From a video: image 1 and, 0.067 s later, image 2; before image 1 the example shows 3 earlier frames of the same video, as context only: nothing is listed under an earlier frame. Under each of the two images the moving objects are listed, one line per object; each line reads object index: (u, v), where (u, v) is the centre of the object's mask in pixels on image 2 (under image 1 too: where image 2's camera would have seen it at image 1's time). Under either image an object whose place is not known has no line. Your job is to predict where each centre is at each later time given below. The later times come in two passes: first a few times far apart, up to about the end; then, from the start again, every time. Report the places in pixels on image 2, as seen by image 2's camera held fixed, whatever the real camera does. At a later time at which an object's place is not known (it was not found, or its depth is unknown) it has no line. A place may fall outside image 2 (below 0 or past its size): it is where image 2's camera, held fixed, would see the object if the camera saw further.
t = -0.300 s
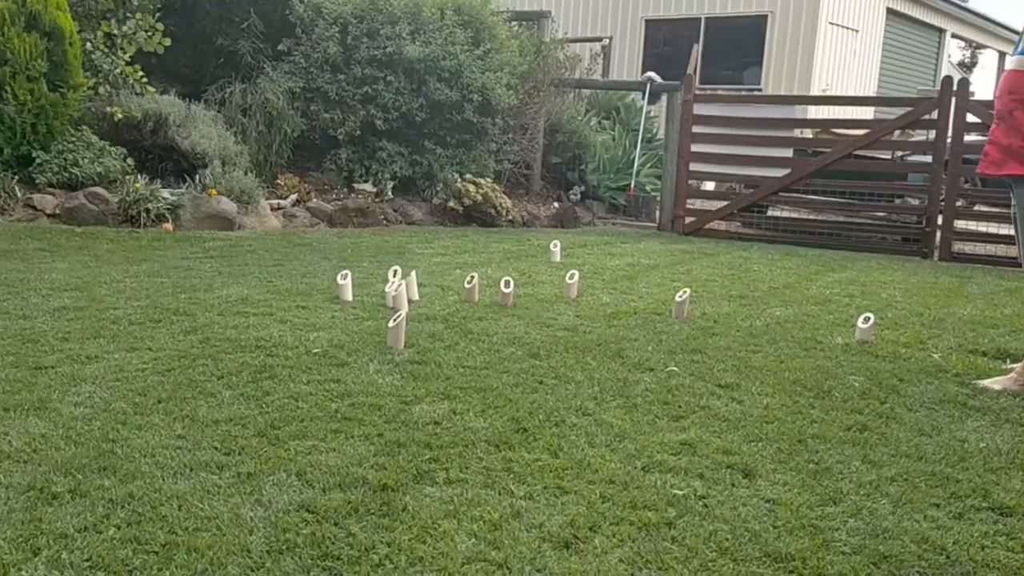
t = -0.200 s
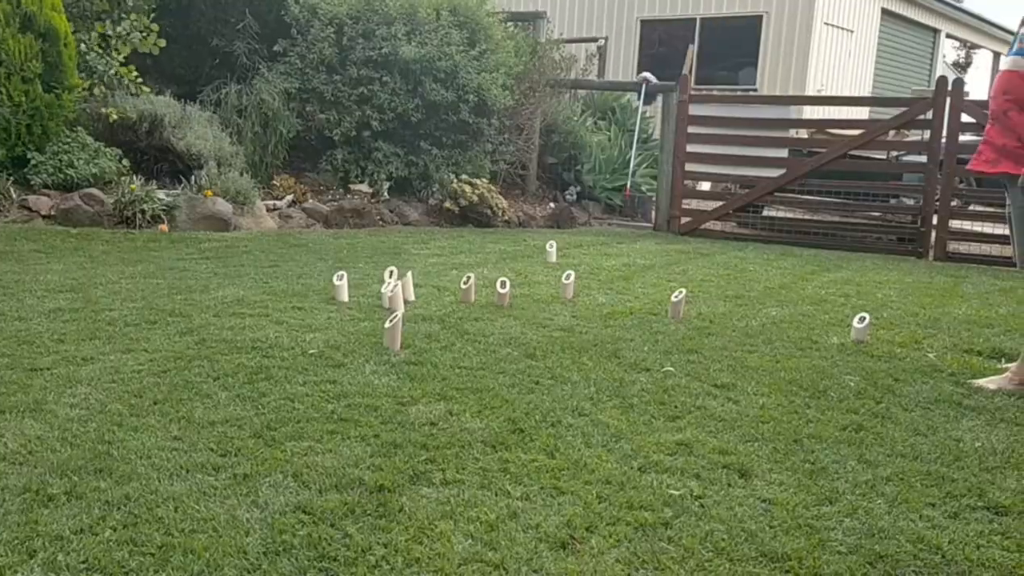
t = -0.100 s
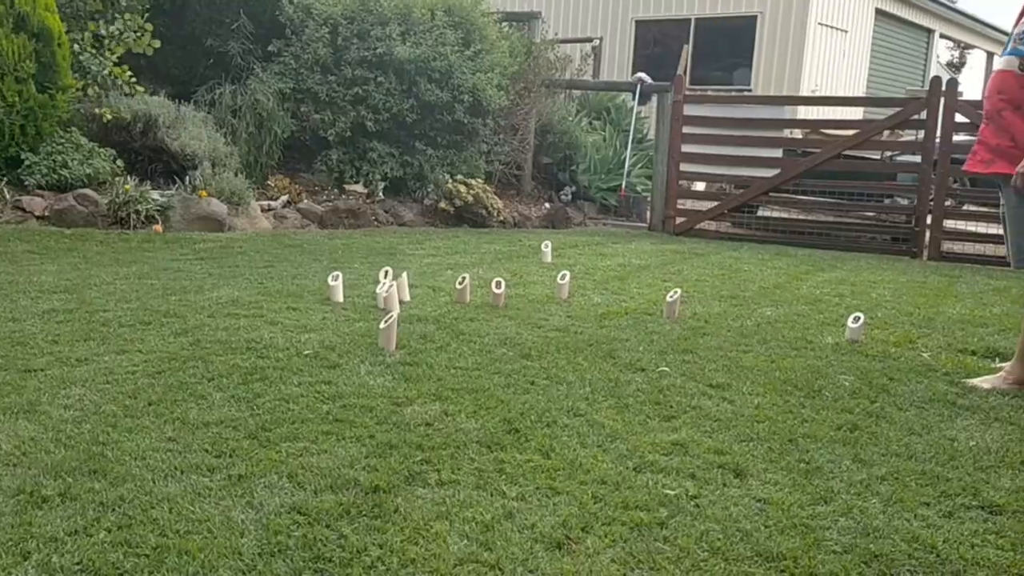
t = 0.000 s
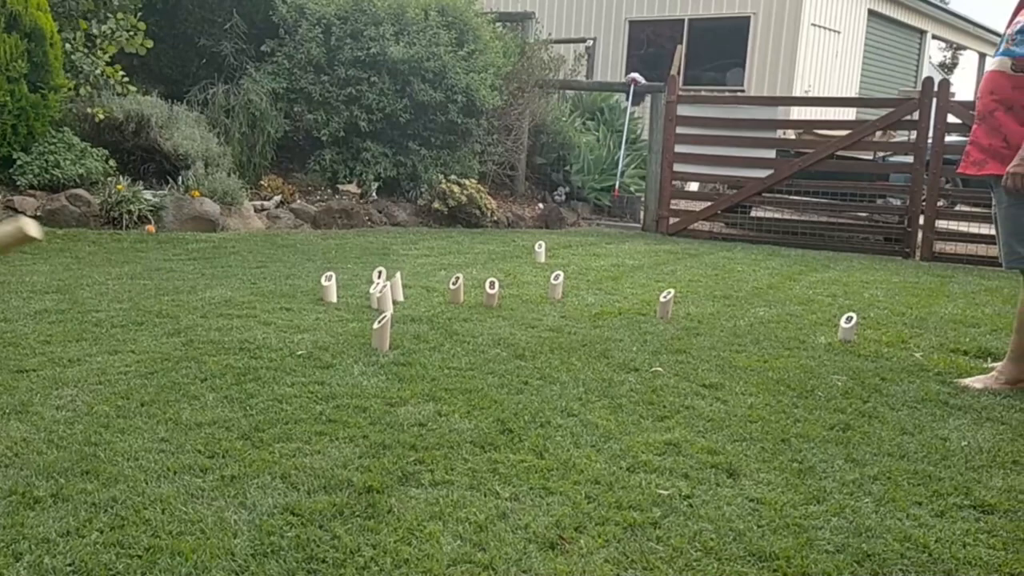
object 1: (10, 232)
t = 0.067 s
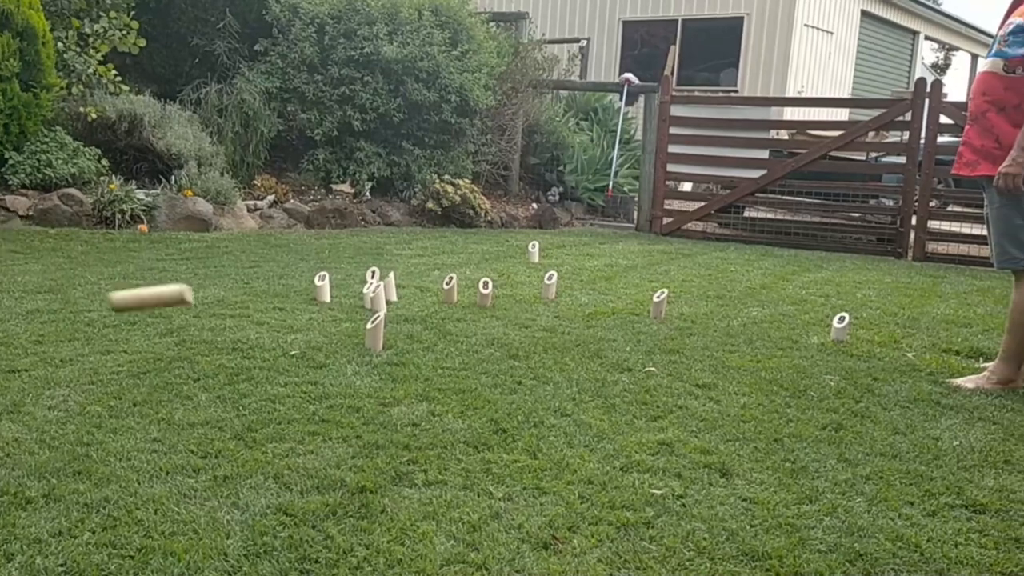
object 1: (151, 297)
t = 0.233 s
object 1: (321, 291)
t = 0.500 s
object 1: (421, 272)
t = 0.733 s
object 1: (478, 266)
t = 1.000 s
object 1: (513, 250)
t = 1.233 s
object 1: (519, 271)
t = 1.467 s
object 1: (517, 271)
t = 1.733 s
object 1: (517, 271)
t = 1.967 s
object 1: (517, 271)
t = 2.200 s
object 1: (517, 271)
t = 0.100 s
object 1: (215, 324)
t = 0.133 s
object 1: (265, 341)
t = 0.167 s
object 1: (286, 322)
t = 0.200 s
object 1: (303, 305)
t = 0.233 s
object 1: (321, 291)
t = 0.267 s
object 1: (336, 280)
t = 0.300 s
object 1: (350, 272)
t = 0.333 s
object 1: (366, 269)
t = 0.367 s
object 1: (380, 268)
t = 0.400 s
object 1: (393, 269)
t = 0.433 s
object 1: (403, 271)
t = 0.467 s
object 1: (412, 270)
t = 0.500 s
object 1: (421, 272)
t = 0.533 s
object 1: (429, 276)
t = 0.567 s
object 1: (437, 270)
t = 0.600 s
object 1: (445, 265)
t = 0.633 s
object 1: (455, 268)
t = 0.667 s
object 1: (466, 268)
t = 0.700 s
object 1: (473, 267)
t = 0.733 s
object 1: (478, 266)
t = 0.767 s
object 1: (485, 264)
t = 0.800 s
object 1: (493, 263)
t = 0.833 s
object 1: (499, 265)
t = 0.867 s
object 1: (504, 266)
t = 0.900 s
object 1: (507, 259)
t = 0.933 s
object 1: (509, 255)
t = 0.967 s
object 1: (511, 252)
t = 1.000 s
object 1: (513, 250)
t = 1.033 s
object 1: (514, 250)
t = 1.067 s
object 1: (516, 252)
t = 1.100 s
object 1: (518, 256)
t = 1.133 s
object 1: (519, 263)
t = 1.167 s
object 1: (519, 269)
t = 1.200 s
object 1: (520, 271)
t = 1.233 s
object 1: (519, 271)
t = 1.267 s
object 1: (518, 270)
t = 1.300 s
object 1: (517, 270)
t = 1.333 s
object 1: (516, 271)
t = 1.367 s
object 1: (517, 271)
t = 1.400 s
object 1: (517, 271)
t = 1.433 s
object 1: (517, 271)
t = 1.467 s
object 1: (517, 271)
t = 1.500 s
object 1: (517, 271)
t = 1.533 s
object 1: (517, 271)
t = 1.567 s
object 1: (517, 271)
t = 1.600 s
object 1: (517, 271)
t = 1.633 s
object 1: (517, 271)
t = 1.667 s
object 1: (517, 271)
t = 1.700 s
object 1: (517, 271)
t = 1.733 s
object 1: (517, 271)
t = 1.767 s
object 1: (517, 271)
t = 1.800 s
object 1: (517, 271)
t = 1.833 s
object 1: (518, 271)
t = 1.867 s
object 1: (517, 271)
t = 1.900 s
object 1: (517, 271)
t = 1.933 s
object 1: (517, 271)
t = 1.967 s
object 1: (517, 271)
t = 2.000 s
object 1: (517, 271)
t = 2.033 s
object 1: (517, 271)
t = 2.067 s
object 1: (517, 271)
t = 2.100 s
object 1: (518, 271)
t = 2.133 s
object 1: (518, 271)
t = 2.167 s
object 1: (518, 271)
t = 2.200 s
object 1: (517, 271)
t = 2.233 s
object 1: (517, 271)
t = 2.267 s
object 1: (517, 271)
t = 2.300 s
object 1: (517, 271)
